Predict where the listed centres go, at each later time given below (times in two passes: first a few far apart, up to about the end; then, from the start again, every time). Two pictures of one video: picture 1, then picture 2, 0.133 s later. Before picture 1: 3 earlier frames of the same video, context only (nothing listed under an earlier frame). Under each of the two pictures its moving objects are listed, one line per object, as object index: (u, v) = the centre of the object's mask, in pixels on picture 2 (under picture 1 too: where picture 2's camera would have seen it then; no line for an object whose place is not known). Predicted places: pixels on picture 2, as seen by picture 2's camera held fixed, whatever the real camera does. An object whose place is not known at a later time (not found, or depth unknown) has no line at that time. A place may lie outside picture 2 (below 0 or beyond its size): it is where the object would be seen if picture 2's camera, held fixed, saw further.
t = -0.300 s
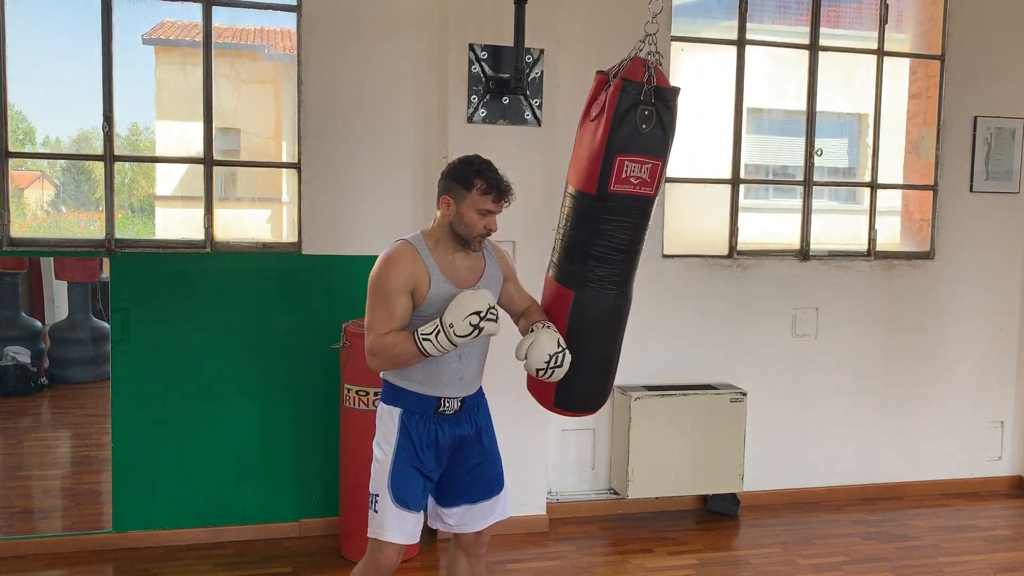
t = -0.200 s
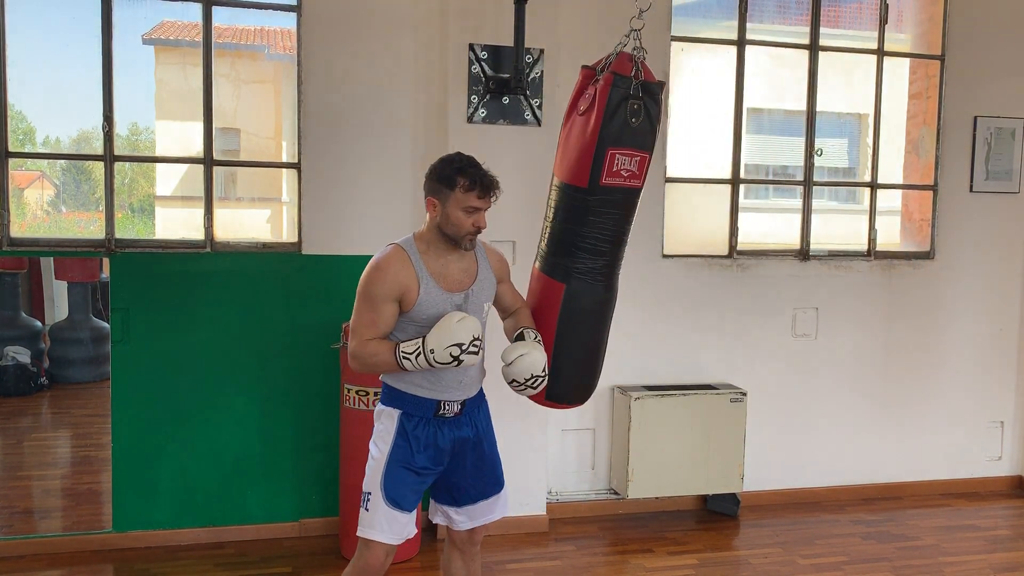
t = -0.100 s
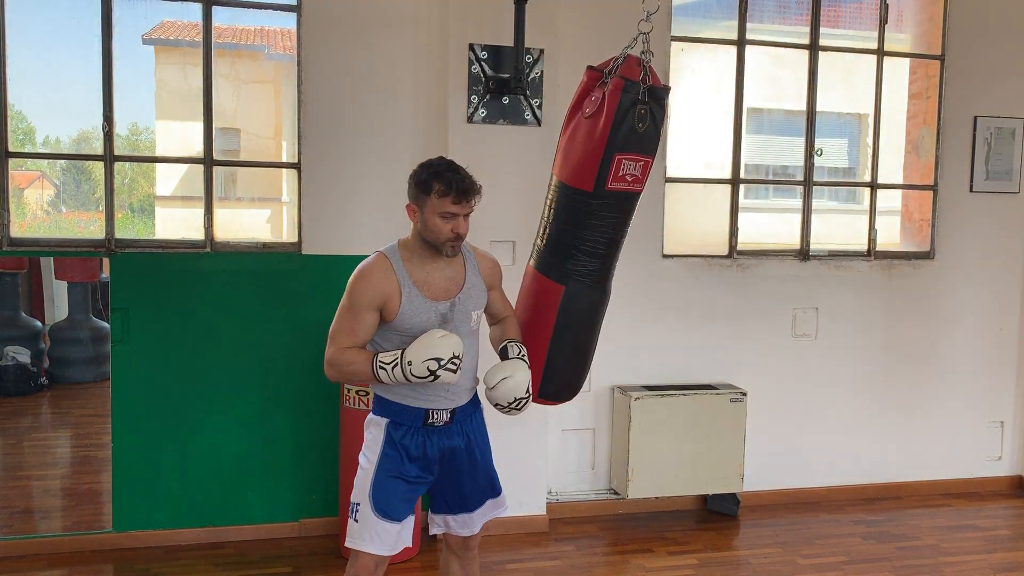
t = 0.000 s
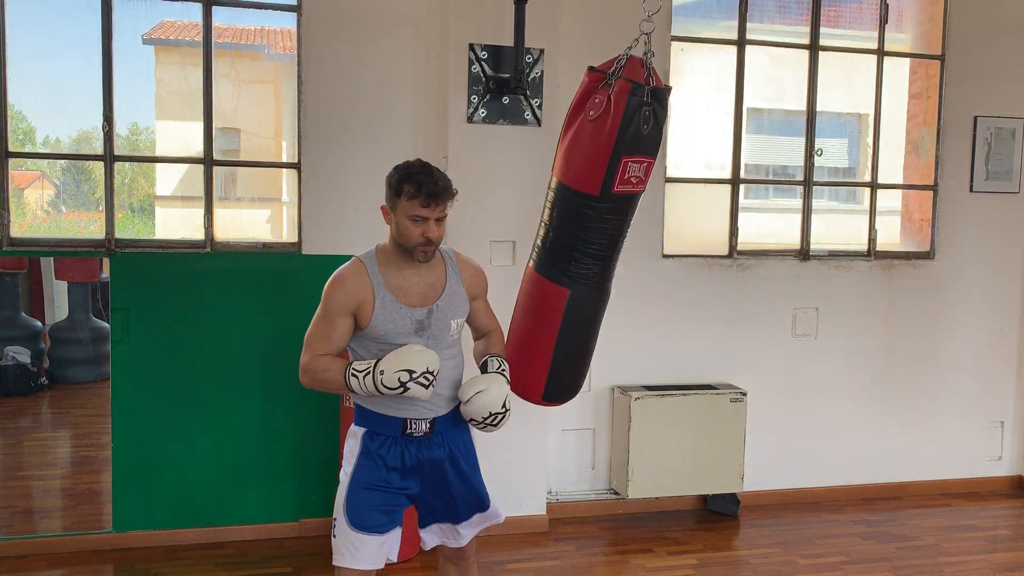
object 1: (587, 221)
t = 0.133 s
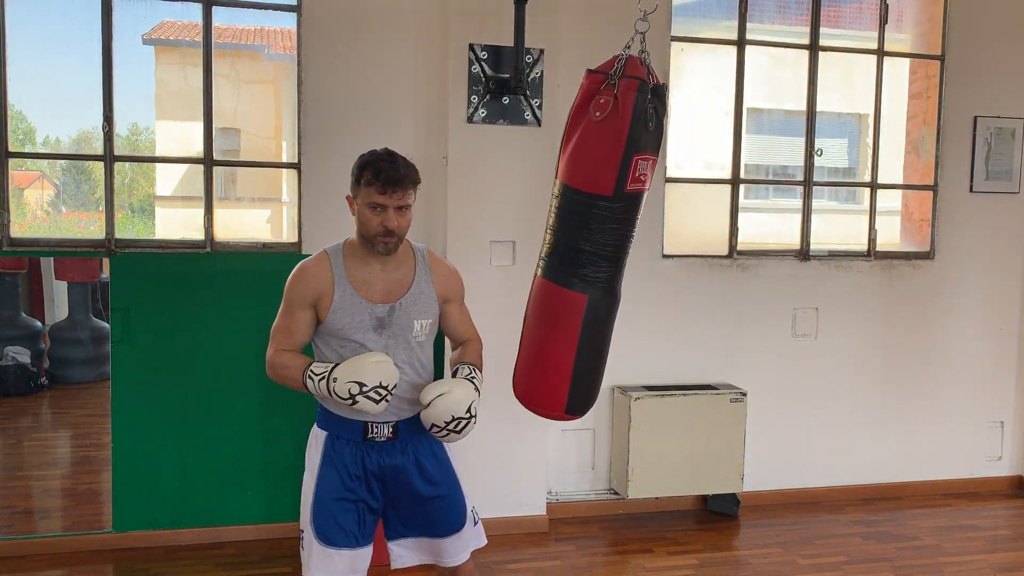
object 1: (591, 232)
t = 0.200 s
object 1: (599, 237)
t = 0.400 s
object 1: (635, 258)
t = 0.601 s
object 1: (691, 267)
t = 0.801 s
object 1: (743, 265)
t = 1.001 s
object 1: (773, 259)
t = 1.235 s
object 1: (760, 262)
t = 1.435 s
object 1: (716, 265)
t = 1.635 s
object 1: (663, 257)
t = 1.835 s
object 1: (618, 238)
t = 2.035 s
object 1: (591, 226)
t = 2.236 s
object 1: (585, 226)
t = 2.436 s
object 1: (599, 238)
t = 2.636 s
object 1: (637, 255)
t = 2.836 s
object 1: (691, 266)
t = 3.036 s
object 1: (744, 266)
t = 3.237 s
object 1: (772, 260)
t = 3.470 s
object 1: (759, 263)
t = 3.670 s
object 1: (715, 268)
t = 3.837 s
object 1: (670, 263)
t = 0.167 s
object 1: (594, 237)
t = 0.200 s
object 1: (599, 237)
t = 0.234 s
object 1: (604, 241)
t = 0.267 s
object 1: (609, 244)
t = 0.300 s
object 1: (615, 248)
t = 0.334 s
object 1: (622, 251)
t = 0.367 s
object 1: (628, 254)
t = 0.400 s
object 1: (635, 258)
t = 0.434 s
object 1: (643, 262)
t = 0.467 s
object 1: (652, 264)
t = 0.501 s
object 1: (662, 266)
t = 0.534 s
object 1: (671, 268)
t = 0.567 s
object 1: (681, 270)
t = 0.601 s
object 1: (691, 267)
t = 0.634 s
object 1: (701, 268)
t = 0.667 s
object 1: (710, 268)
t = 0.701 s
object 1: (719, 269)
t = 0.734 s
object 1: (728, 269)
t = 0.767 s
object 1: (736, 267)
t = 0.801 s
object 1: (743, 265)
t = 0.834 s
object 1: (750, 264)
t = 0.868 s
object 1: (757, 264)
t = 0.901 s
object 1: (762, 261)
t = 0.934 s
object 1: (767, 260)
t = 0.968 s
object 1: (771, 260)
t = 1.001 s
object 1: (773, 259)
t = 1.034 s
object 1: (774, 259)
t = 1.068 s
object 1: (774, 260)
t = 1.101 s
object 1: (773, 260)
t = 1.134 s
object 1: (771, 260)
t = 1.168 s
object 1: (768, 261)
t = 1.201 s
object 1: (765, 261)
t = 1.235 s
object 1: (760, 262)
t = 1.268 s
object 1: (755, 264)
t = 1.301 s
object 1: (749, 265)
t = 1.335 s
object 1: (742, 267)
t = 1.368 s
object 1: (734, 268)
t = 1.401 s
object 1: (725, 268)
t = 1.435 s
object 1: (716, 265)
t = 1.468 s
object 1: (707, 265)
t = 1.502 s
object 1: (698, 265)
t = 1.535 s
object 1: (689, 263)
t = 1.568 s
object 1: (680, 263)
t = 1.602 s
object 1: (671, 259)
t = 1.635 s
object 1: (663, 257)
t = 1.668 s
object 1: (654, 253)
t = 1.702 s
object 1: (646, 250)
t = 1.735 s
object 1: (638, 246)
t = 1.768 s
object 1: (630, 245)
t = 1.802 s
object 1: (623, 241)
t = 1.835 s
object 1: (618, 238)
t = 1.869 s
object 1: (612, 235)
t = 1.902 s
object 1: (607, 232)
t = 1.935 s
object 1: (602, 230)
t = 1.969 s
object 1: (598, 228)
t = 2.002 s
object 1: (594, 227)
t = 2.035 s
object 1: (591, 226)
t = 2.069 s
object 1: (588, 225)
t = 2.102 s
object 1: (586, 224)
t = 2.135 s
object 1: (585, 224)
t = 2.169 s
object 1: (584, 224)
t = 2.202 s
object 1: (584, 225)
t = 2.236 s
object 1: (585, 226)
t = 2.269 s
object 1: (586, 227)
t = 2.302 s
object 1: (587, 229)
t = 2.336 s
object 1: (589, 231)
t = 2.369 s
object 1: (592, 233)
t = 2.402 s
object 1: (595, 236)
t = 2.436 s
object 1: (599, 238)
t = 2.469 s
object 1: (604, 241)
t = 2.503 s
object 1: (610, 244)
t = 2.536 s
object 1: (616, 247)
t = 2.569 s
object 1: (623, 249)
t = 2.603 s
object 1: (630, 253)
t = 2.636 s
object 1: (637, 255)
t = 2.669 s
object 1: (645, 258)
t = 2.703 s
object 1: (654, 260)
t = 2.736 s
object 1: (663, 263)
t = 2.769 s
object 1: (673, 266)
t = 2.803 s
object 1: (682, 265)
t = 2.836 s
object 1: (691, 266)
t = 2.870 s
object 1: (701, 267)
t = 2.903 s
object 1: (710, 266)
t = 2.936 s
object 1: (719, 266)
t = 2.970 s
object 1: (728, 266)
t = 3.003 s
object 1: (736, 266)
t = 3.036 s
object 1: (744, 266)
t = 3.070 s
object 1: (750, 264)
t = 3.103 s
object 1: (757, 263)
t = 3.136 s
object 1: (762, 262)
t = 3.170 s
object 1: (766, 262)
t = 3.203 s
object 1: (769, 261)
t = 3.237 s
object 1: (772, 260)
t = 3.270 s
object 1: (773, 260)
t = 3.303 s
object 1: (773, 261)
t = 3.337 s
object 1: (772, 261)
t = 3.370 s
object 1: (770, 261)
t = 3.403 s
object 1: (767, 262)
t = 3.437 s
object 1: (763, 263)
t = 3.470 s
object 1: (759, 263)
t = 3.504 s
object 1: (753, 265)
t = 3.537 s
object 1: (747, 265)
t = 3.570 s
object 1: (740, 268)
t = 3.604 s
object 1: (732, 266)
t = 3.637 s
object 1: (724, 267)
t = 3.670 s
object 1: (715, 268)
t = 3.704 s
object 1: (706, 269)
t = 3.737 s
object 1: (697, 266)
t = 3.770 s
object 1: (688, 267)
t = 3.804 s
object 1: (679, 264)
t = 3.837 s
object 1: (670, 263)
